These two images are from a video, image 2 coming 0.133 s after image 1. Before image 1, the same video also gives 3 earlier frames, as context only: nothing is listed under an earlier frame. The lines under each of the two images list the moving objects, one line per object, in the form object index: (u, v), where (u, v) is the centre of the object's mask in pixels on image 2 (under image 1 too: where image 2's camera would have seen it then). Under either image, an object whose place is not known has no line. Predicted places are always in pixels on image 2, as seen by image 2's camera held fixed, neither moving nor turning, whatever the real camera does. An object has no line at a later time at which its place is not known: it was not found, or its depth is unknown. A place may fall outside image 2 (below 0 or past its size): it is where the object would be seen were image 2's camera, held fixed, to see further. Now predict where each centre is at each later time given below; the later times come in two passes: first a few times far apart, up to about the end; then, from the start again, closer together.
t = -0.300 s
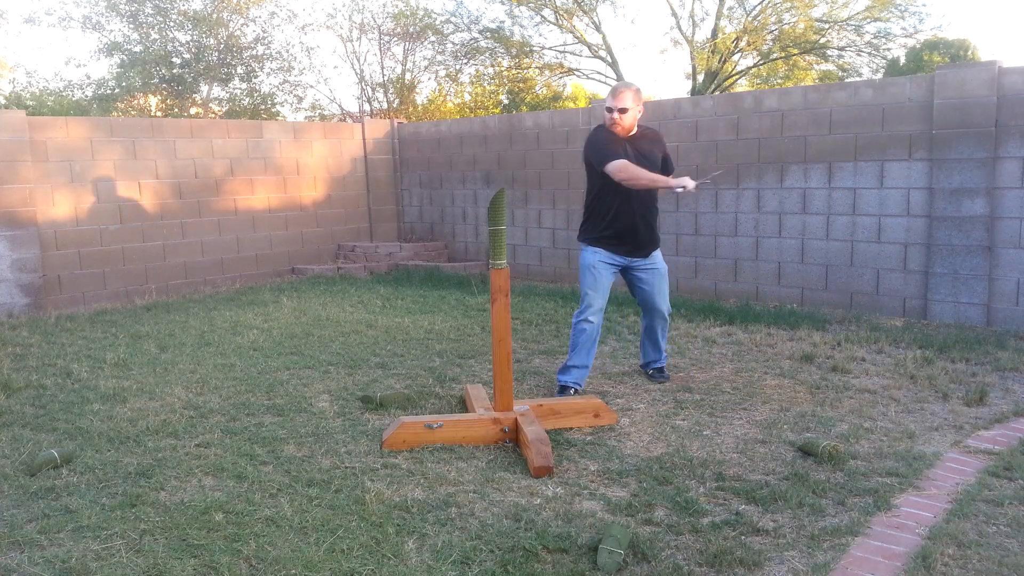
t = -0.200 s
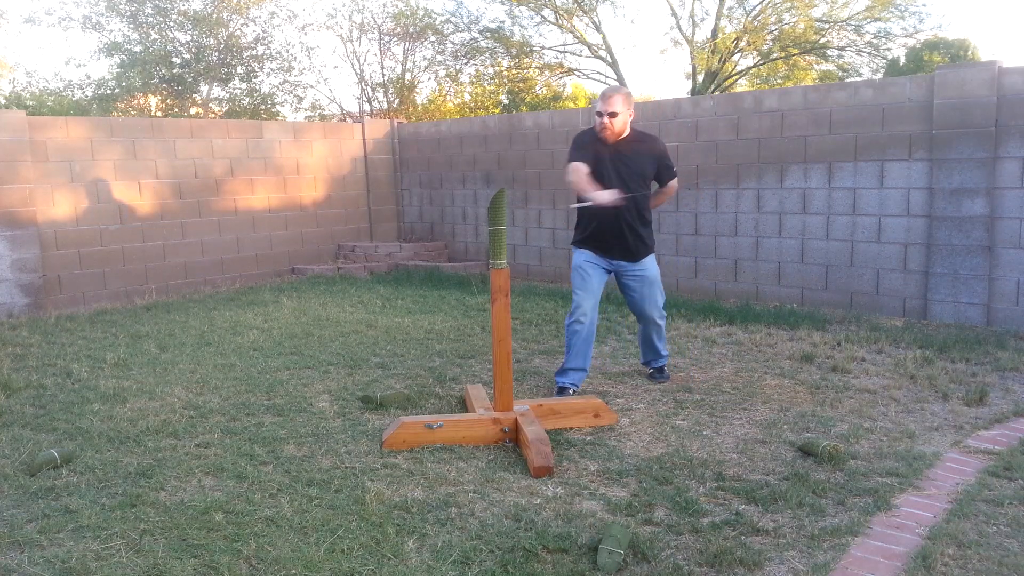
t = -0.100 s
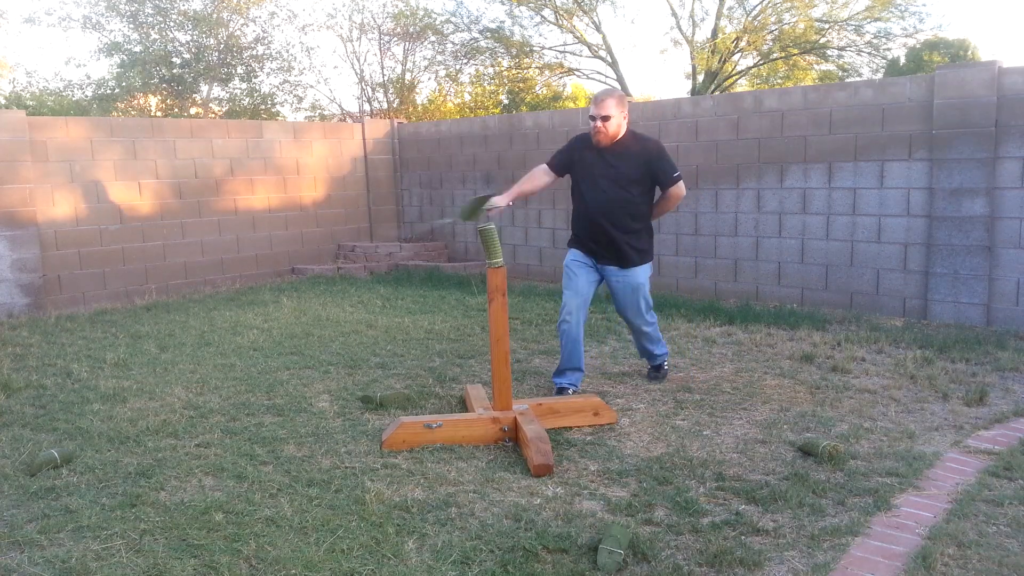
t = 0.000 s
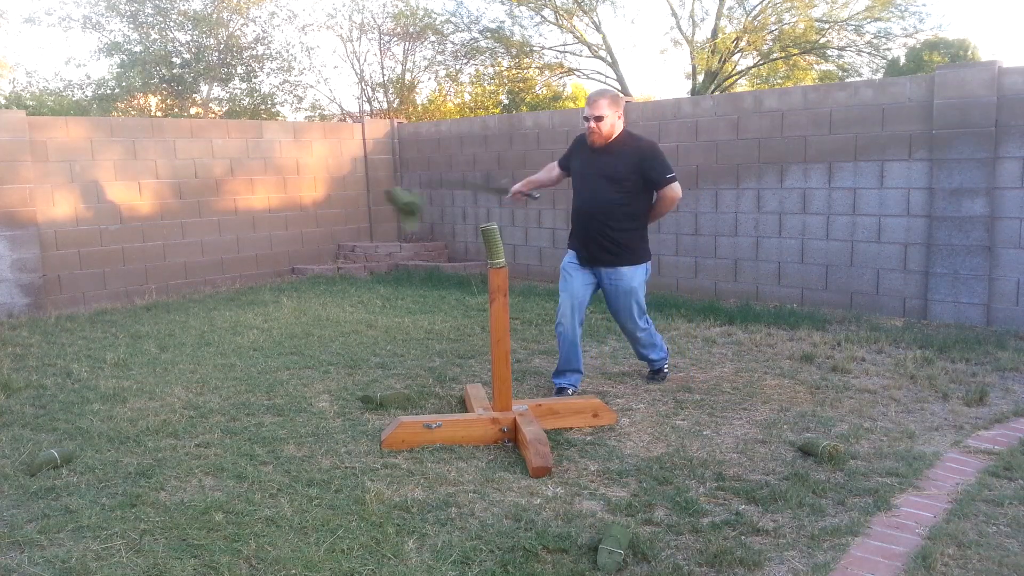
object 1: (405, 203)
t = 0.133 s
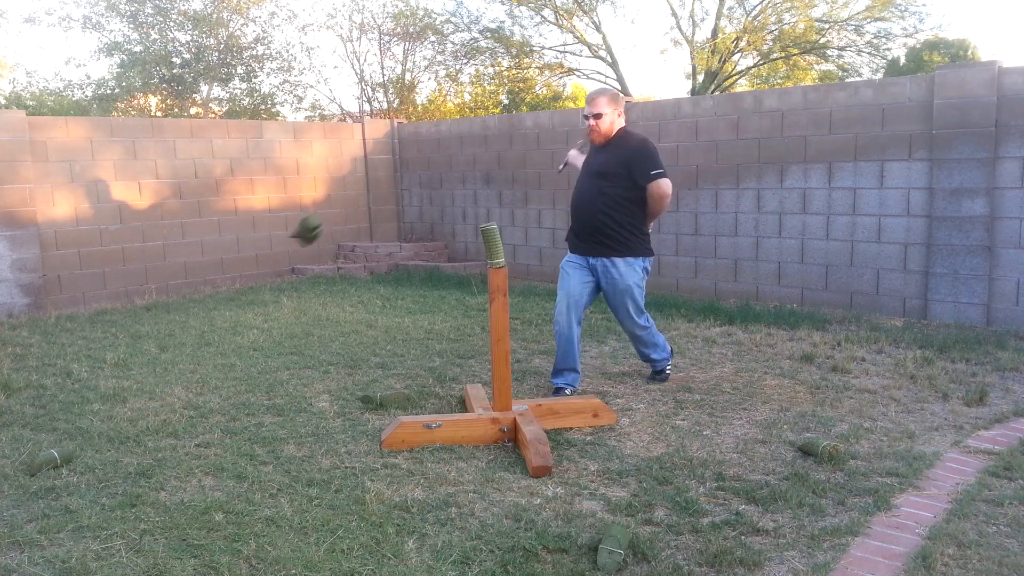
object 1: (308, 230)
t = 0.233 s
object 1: (242, 270)
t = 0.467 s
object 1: (116, 405)
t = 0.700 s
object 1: (100, 400)
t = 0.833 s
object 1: (102, 401)
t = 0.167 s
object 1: (285, 242)
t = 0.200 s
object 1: (262, 254)
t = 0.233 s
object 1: (242, 270)
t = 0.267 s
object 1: (220, 285)
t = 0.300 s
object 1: (201, 305)
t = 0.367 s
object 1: (160, 352)
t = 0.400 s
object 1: (142, 379)
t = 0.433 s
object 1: (124, 404)
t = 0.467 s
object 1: (116, 405)
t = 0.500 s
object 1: (113, 400)
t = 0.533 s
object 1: (109, 397)
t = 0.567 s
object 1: (107, 396)
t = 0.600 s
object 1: (106, 396)
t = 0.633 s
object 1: (104, 397)
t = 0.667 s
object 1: (102, 398)
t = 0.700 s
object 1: (100, 400)
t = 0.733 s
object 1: (99, 403)
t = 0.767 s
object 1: (99, 404)
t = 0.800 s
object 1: (100, 402)
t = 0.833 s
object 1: (102, 401)
